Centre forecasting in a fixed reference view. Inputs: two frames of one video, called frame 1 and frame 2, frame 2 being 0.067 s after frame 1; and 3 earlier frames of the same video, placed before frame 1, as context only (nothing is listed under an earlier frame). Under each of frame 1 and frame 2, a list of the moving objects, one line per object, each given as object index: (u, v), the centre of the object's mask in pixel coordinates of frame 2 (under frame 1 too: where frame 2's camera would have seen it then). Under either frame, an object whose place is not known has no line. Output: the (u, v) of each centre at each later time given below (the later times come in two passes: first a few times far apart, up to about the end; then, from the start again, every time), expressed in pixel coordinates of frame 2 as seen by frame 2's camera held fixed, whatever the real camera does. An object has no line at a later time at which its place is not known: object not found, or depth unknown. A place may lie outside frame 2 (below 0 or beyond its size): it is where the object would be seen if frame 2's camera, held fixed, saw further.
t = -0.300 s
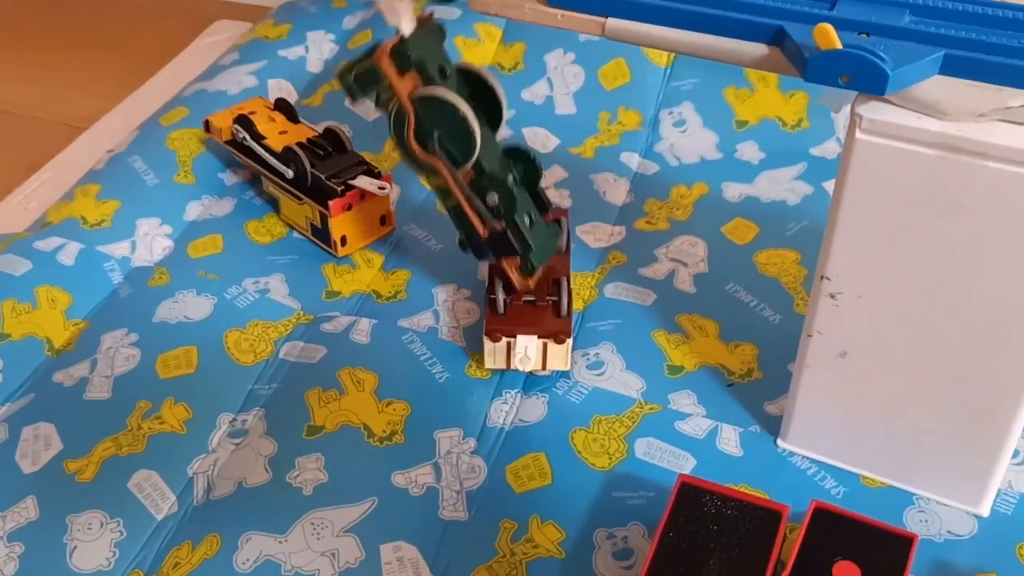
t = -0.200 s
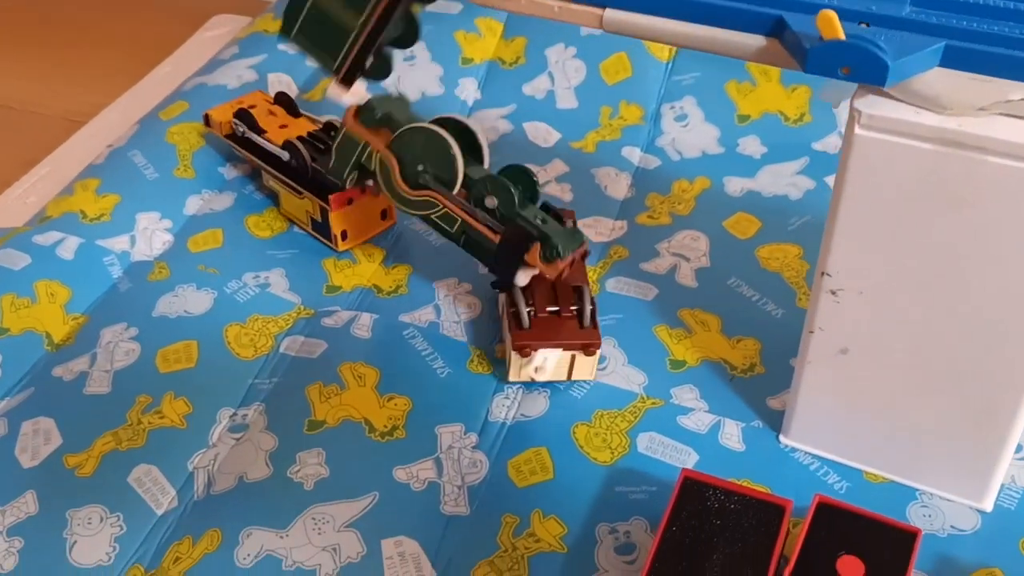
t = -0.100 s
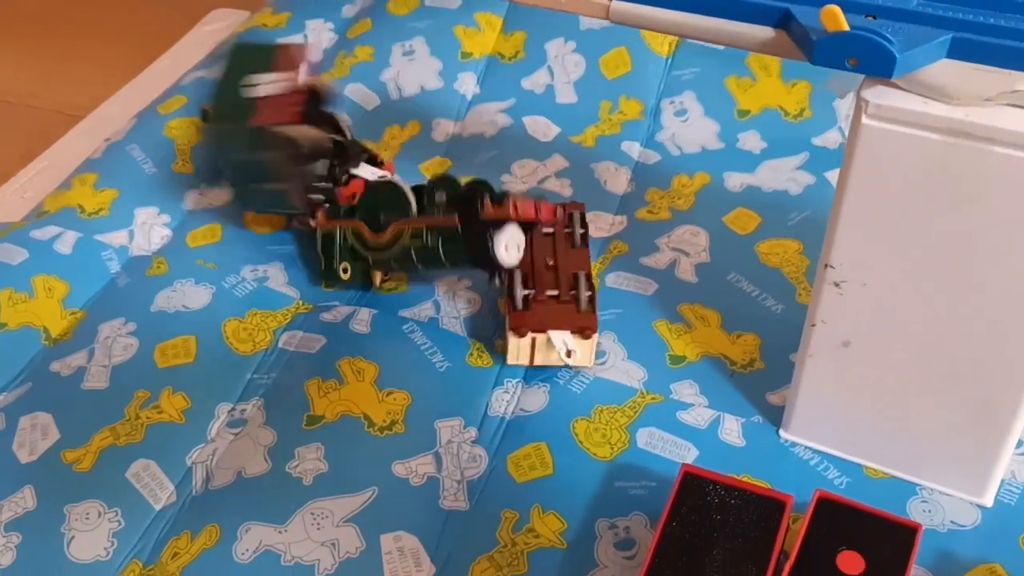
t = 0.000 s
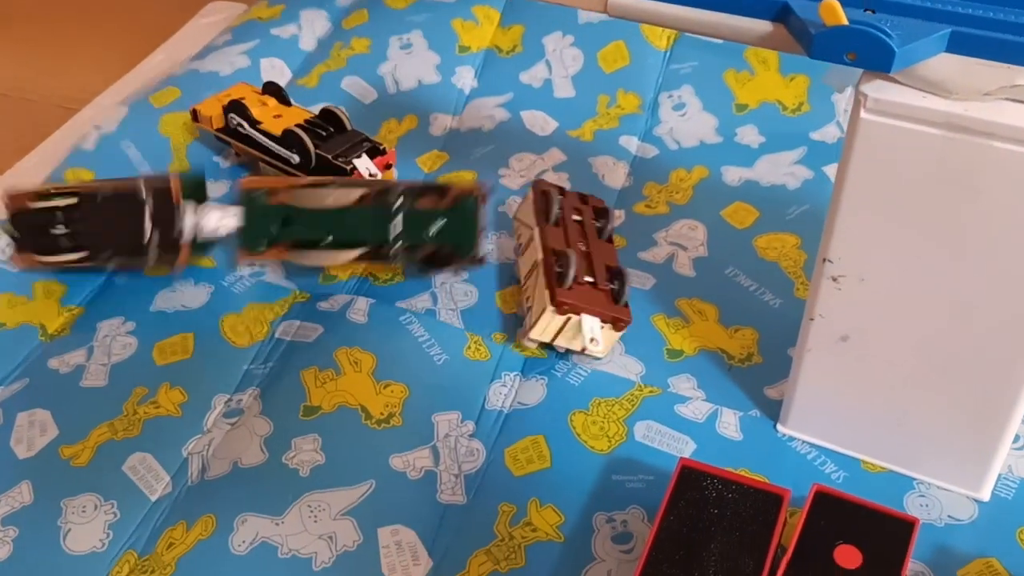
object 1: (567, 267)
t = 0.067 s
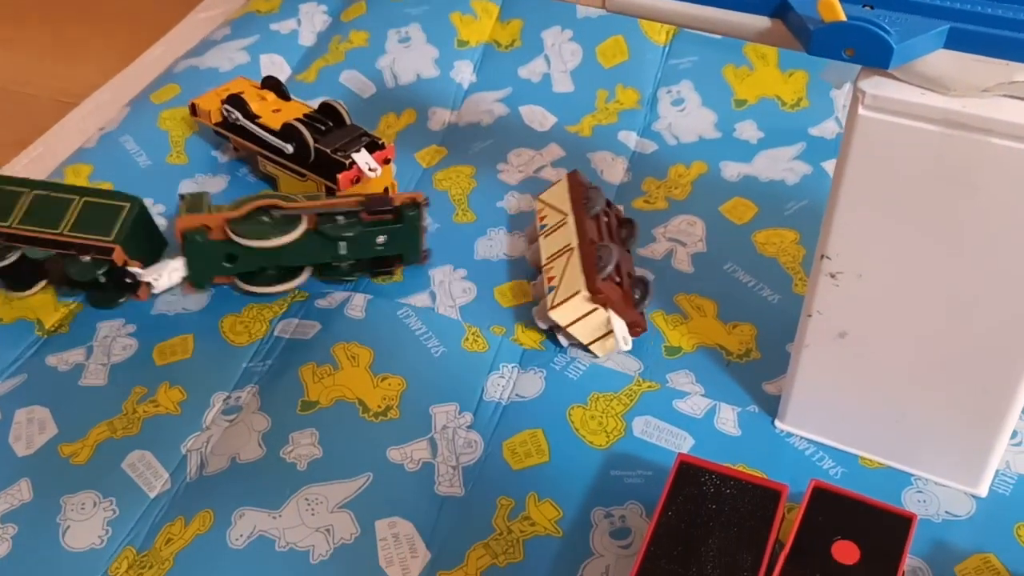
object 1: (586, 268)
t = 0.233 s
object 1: (627, 269)
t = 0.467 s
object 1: (627, 270)
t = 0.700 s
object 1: (627, 270)
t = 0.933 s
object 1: (627, 270)
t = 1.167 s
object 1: (627, 270)
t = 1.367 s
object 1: (627, 270)
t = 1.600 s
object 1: (627, 270)
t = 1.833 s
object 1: (627, 269)
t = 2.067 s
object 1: (627, 269)
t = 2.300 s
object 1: (627, 269)
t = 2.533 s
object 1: (627, 269)
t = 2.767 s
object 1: (627, 269)
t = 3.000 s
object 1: (627, 269)
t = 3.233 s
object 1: (627, 269)
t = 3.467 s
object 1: (627, 269)
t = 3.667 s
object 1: (627, 269)
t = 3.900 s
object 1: (627, 269)
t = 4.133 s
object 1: (627, 269)
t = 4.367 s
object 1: (627, 269)
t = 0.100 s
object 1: (593, 269)
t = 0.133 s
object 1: (602, 269)
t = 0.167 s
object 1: (613, 271)
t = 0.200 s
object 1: (624, 268)
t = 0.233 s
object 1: (627, 269)
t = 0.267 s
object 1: (626, 270)
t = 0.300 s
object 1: (626, 270)
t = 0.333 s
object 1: (627, 270)
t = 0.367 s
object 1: (626, 270)
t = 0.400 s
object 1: (627, 269)
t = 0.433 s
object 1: (626, 270)
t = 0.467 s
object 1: (627, 270)
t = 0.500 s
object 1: (627, 270)
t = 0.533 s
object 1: (626, 270)
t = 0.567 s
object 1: (626, 270)
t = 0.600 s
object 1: (626, 270)
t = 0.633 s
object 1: (627, 270)
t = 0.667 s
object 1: (627, 270)
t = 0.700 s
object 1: (627, 270)
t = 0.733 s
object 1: (627, 269)
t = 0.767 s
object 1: (627, 270)
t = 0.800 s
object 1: (627, 270)
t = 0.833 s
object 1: (627, 270)
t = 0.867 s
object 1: (626, 270)
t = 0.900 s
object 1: (626, 269)
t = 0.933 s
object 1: (627, 270)
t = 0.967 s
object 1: (627, 270)
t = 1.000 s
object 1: (627, 270)
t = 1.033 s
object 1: (627, 270)
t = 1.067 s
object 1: (627, 270)
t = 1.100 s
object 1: (627, 270)
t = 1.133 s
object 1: (627, 270)
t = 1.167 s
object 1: (627, 270)
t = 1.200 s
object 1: (627, 270)
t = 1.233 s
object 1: (626, 270)
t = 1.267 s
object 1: (627, 270)
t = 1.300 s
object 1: (627, 270)
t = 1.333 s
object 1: (627, 270)
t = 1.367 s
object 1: (627, 270)
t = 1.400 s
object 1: (627, 270)
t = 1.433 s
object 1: (627, 270)
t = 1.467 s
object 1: (627, 270)
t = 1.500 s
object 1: (627, 270)
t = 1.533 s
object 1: (627, 270)
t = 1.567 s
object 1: (627, 270)
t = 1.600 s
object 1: (627, 270)
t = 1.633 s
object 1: (627, 269)
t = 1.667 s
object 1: (627, 270)
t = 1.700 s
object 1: (627, 269)
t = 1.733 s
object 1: (627, 269)
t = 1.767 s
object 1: (627, 269)
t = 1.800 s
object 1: (627, 270)
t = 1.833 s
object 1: (627, 269)
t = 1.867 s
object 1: (627, 269)
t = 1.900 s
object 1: (627, 269)
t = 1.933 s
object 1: (627, 269)
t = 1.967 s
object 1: (627, 269)
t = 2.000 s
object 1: (627, 269)
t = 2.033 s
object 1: (627, 269)
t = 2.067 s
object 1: (627, 269)
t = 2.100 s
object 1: (627, 269)
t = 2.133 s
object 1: (627, 269)
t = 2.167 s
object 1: (627, 269)
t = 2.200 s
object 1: (627, 269)
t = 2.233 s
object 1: (627, 269)
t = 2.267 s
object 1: (627, 269)
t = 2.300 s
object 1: (627, 269)
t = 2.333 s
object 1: (627, 269)
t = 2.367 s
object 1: (627, 269)
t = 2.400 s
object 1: (627, 269)
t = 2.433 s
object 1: (627, 269)
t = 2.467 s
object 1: (627, 269)
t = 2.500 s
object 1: (627, 269)
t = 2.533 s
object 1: (627, 269)
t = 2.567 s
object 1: (627, 269)
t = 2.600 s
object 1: (627, 269)
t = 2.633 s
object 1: (627, 269)
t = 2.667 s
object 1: (627, 269)
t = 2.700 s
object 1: (627, 269)
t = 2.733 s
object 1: (627, 269)
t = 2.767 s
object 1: (627, 269)
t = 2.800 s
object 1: (627, 269)
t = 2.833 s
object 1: (627, 269)
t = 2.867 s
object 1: (627, 269)
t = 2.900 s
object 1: (627, 269)
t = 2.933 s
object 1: (627, 269)
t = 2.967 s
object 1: (627, 269)
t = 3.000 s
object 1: (627, 269)
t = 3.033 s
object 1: (627, 269)
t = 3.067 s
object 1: (627, 269)
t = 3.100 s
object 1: (627, 269)
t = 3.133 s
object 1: (627, 269)
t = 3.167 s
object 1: (627, 269)
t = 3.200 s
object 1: (627, 269)
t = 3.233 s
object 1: (627, 269)
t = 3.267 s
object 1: (627, 269)
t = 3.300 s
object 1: (627, 269)
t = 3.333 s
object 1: (627, 269)
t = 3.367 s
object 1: (627, 269)
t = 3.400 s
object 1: (627, 269)
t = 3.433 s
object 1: (627, 269)
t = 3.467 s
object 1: (627, 269)
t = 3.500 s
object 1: (627, 269)
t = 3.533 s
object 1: (627, 269)
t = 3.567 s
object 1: (627, 269)
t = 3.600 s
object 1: (627, 269)
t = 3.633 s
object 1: (627, 269)
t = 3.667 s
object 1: (627, 269)
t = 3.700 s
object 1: (627, 269)
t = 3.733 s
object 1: (627, 269)
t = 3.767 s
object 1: (627, 269)
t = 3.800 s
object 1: (627, 269)
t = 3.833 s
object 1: (627, 269)
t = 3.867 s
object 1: (627, 269)
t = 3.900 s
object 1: (627, 269)
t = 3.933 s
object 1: (627, 269)
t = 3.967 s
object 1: (627, 269)
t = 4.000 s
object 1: (627, 269)
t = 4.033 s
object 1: (627, 269)
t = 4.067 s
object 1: (627, 269)
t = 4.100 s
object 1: (627, 269)
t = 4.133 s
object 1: (627, 269)
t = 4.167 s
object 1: (627, 269)
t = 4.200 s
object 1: (627, 269)
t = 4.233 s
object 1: (627, 269)
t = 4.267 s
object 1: (627, 269)
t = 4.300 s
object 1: (627, 269)
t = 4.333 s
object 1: (627, 269)
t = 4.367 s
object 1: (627, 269)
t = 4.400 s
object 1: (627, 269)
